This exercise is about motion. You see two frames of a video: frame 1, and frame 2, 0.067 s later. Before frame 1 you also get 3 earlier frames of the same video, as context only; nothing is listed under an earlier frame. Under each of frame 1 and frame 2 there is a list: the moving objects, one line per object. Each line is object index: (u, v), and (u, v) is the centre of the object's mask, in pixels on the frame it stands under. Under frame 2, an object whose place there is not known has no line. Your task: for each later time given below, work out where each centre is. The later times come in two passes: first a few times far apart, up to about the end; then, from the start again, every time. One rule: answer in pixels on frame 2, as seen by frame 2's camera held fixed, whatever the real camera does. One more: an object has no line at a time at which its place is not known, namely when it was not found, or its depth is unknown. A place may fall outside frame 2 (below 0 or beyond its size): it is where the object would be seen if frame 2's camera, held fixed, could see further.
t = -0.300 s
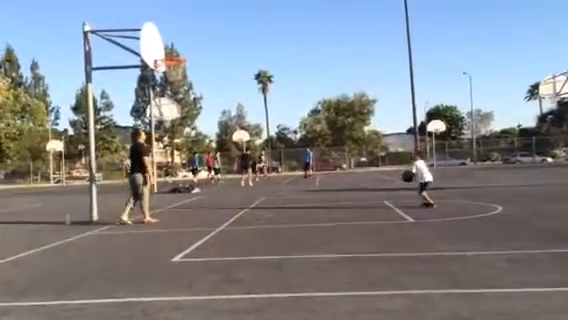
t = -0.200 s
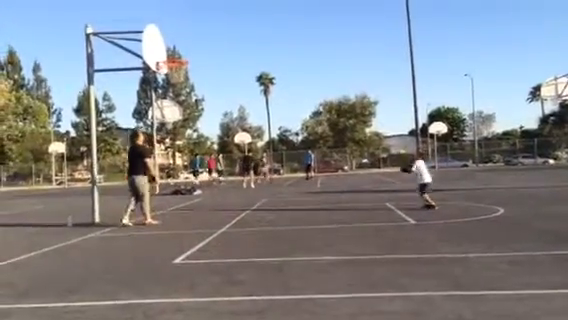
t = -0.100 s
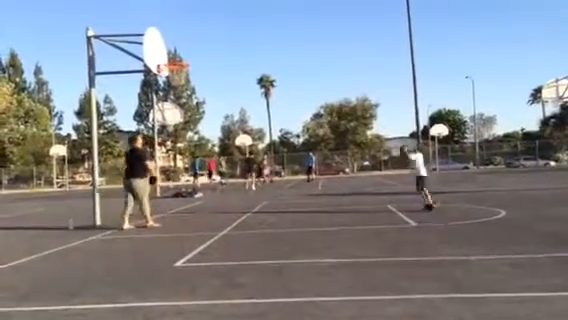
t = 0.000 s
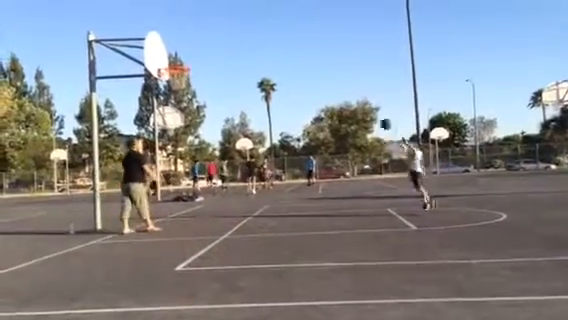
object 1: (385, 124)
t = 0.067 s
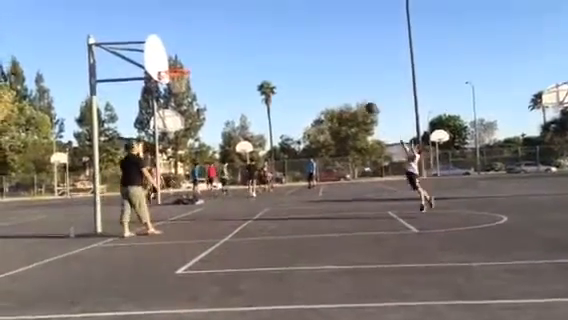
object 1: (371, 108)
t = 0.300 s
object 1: (320, 58)
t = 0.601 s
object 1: (258, 35)
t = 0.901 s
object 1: (198, 54)
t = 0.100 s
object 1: (363, 99)
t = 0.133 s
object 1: (356, 90)
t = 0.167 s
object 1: (348, 83)
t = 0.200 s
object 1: (341, 76)
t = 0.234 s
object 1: (334, 69)
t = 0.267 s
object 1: (327, 63)
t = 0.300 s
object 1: (320, 58)
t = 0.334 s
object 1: (313, 53)
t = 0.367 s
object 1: (306, 48)
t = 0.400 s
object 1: (299, 45)
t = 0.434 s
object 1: (292, 42)
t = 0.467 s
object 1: (285, 40)
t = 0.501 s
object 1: (278, 38)
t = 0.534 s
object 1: (271, 36)
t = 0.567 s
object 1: (265, 35)
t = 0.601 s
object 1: (258, 35)
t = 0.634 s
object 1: (251, 34)
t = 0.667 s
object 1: (244, 35)
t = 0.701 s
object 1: (237, 36)
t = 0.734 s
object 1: (231, 38)
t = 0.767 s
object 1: (224, 40)
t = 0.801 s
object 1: (218, 42)
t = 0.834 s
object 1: (210, 45)
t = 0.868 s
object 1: (205, 49)
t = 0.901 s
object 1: (198, 54)
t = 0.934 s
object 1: (191, 58)
